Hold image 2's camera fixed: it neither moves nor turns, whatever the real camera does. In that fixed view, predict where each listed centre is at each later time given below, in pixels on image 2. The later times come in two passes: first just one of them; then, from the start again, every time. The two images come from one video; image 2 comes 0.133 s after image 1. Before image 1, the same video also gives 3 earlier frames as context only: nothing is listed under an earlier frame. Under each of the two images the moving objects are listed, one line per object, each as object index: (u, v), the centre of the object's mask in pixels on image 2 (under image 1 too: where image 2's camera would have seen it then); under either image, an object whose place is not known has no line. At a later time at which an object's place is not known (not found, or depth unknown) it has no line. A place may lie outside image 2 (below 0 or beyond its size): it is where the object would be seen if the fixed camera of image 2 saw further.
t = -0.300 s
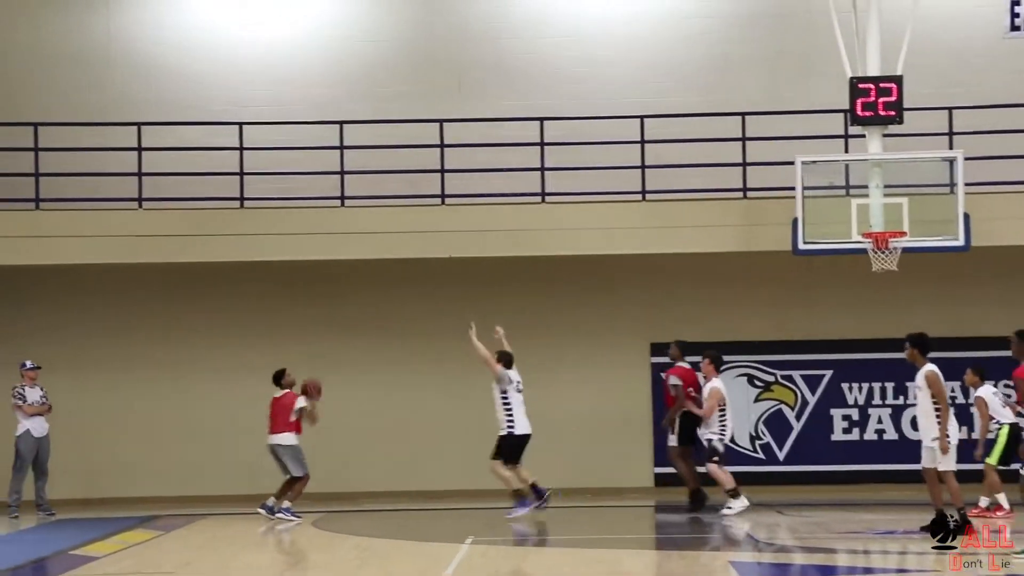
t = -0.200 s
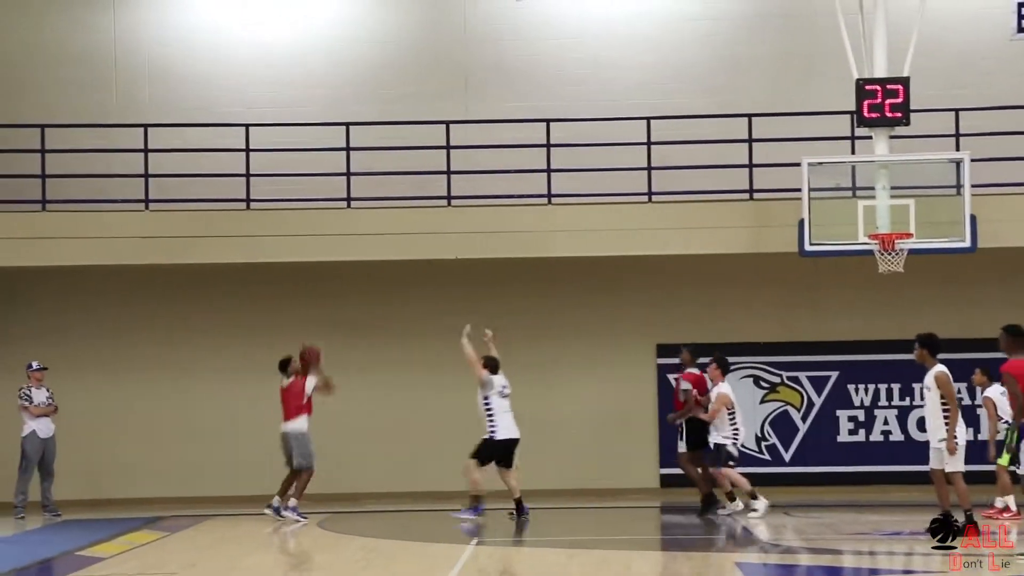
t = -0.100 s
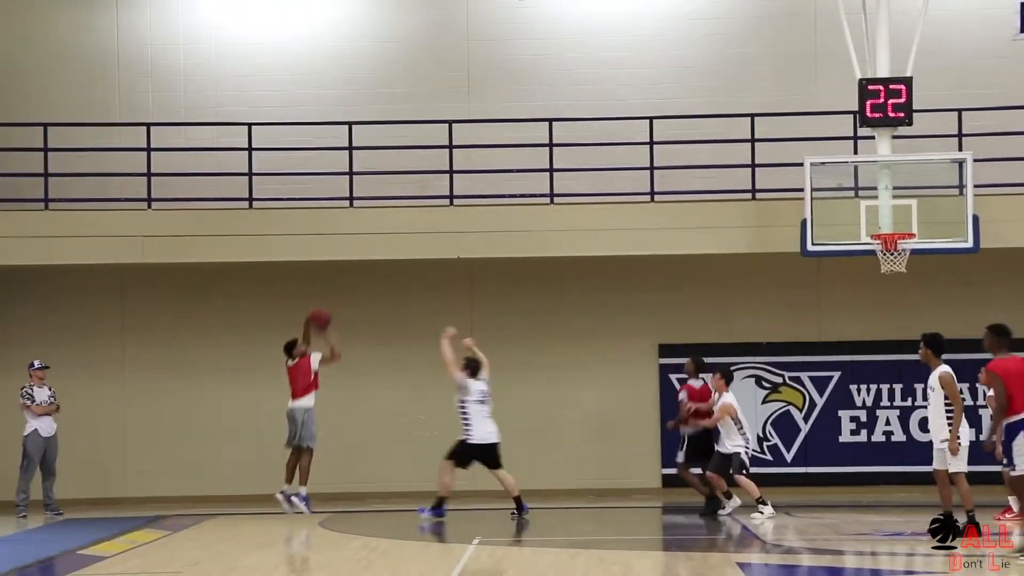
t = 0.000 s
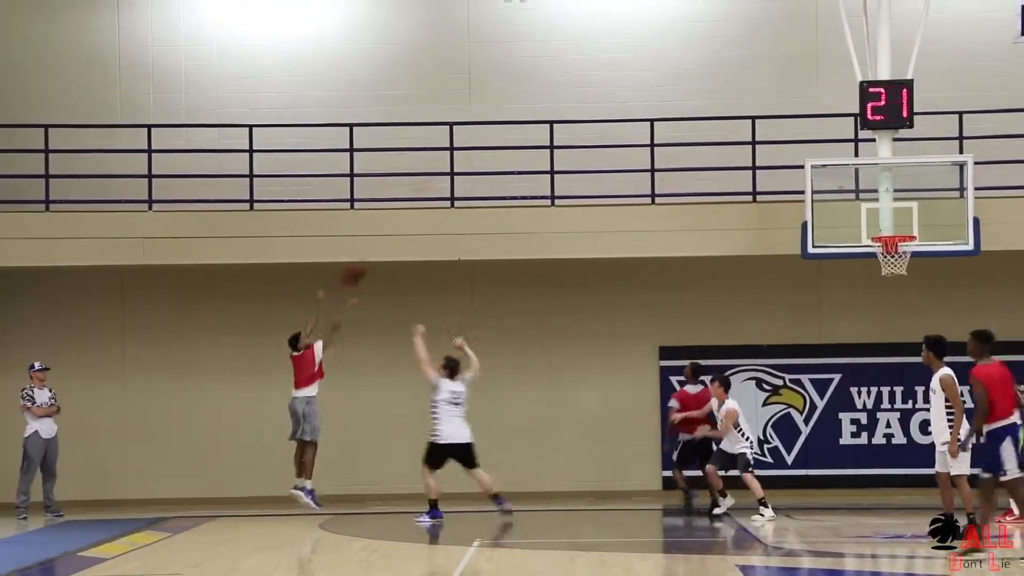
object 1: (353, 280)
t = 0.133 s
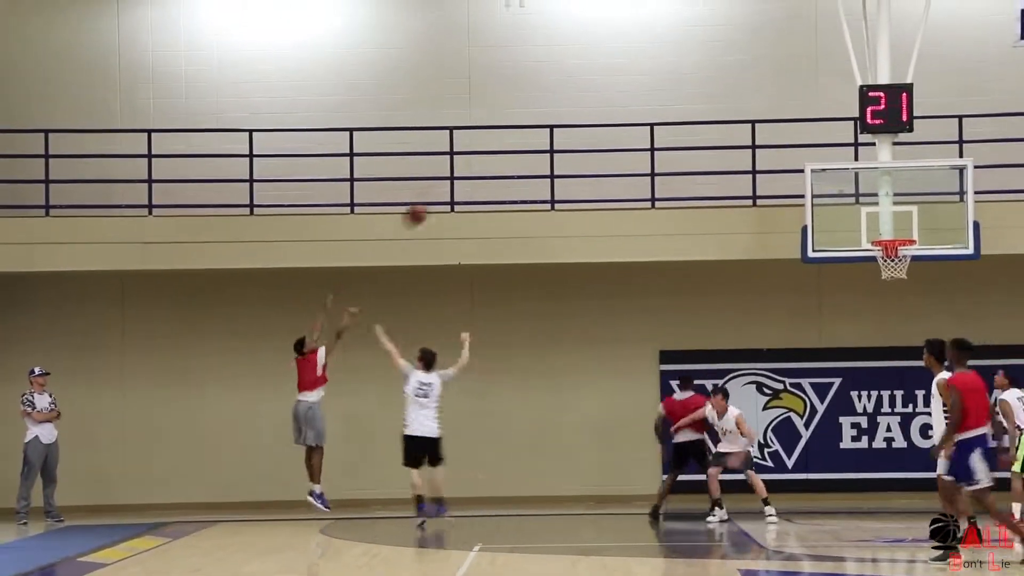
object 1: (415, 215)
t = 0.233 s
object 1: (462, 178)
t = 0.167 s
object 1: (431, 200)
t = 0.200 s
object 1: (445, 189)
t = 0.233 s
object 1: (462, 178)
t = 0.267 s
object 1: (477, 167)
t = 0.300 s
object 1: (492, 158)
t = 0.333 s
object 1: (508, 149)
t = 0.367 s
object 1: (522, 142)
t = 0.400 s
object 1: (537, 135)
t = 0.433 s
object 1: (553, 129)
